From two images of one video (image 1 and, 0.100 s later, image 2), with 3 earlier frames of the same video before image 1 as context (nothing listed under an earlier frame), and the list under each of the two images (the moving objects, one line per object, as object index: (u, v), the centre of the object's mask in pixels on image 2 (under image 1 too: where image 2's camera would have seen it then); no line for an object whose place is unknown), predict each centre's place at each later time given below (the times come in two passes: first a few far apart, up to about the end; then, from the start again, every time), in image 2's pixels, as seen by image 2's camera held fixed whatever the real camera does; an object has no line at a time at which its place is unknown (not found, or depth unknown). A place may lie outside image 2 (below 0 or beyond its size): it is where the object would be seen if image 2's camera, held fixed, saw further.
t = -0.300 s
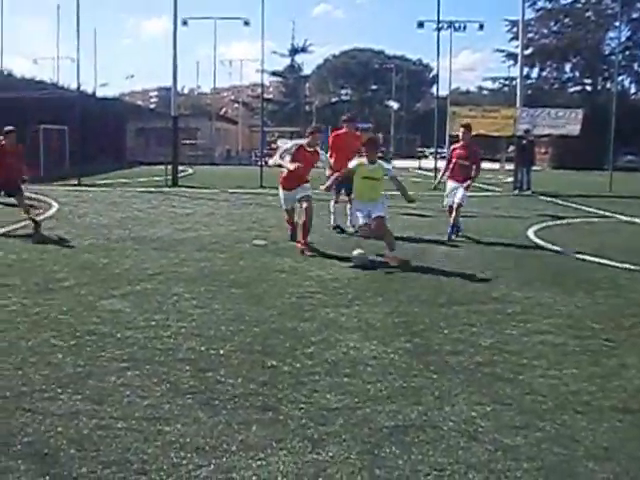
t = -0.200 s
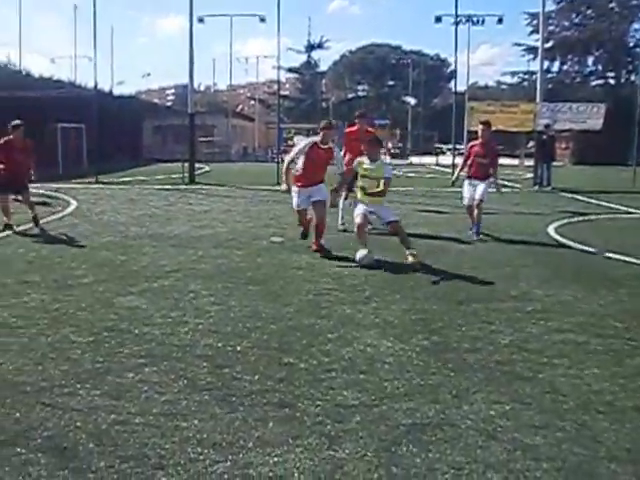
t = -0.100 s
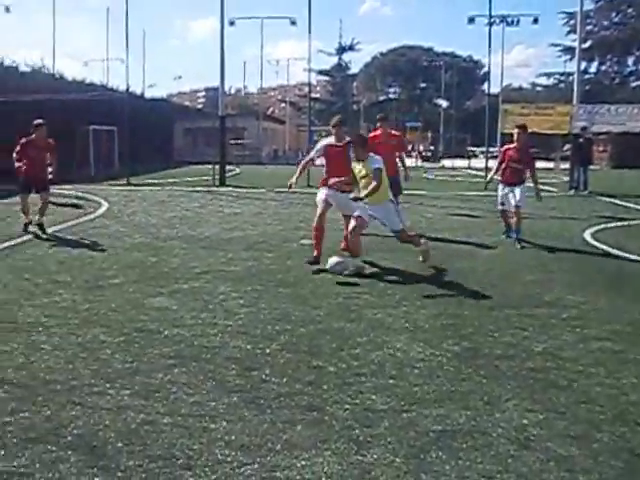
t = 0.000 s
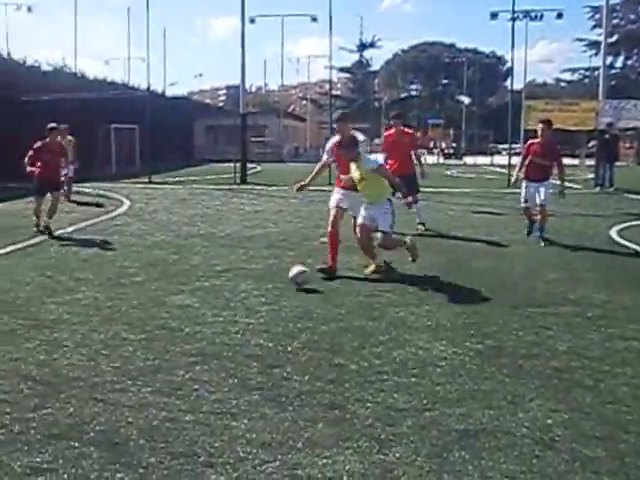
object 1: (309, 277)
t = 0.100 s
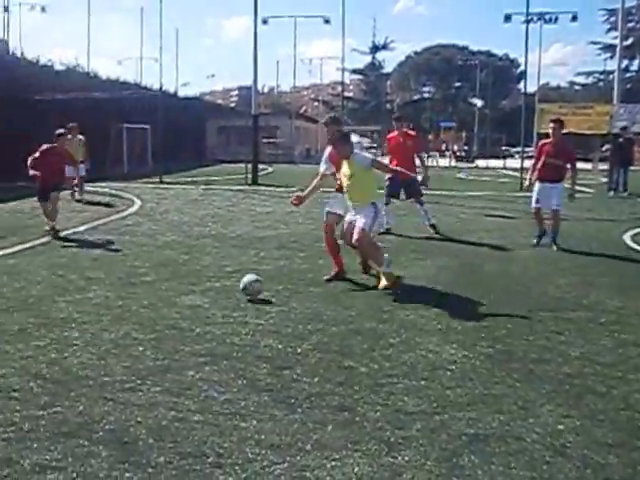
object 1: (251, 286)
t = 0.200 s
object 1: (193, 295)
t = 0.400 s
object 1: (86, 306)
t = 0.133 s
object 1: (232, 288)
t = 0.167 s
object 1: (212, 293)
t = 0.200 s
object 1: (193, 295)
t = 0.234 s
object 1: (174, 297)
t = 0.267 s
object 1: (156, 299)
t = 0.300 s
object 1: (138, 301)
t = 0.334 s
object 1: (120, 302)
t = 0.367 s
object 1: (102, 304)
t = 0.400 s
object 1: (86, 306)
